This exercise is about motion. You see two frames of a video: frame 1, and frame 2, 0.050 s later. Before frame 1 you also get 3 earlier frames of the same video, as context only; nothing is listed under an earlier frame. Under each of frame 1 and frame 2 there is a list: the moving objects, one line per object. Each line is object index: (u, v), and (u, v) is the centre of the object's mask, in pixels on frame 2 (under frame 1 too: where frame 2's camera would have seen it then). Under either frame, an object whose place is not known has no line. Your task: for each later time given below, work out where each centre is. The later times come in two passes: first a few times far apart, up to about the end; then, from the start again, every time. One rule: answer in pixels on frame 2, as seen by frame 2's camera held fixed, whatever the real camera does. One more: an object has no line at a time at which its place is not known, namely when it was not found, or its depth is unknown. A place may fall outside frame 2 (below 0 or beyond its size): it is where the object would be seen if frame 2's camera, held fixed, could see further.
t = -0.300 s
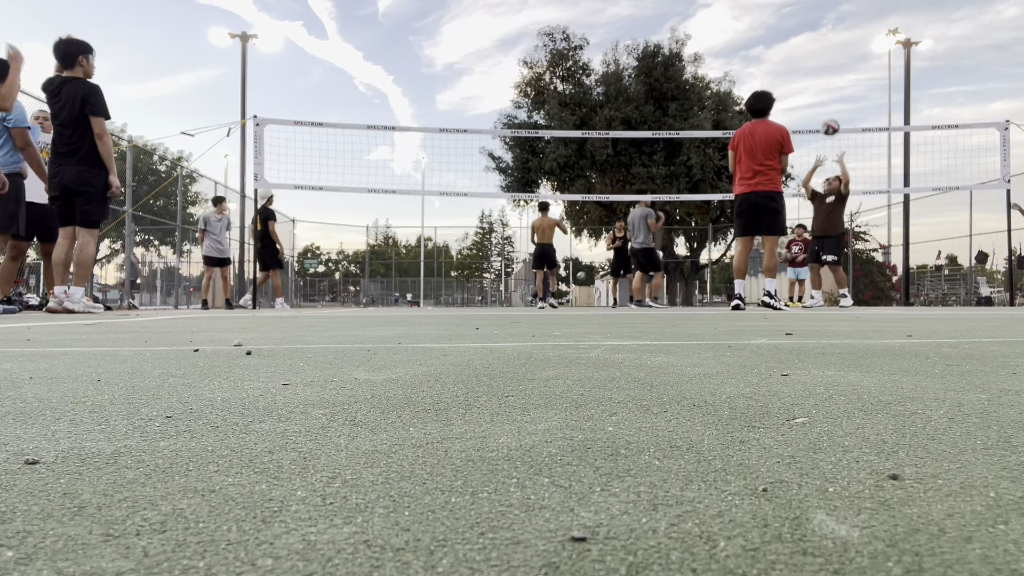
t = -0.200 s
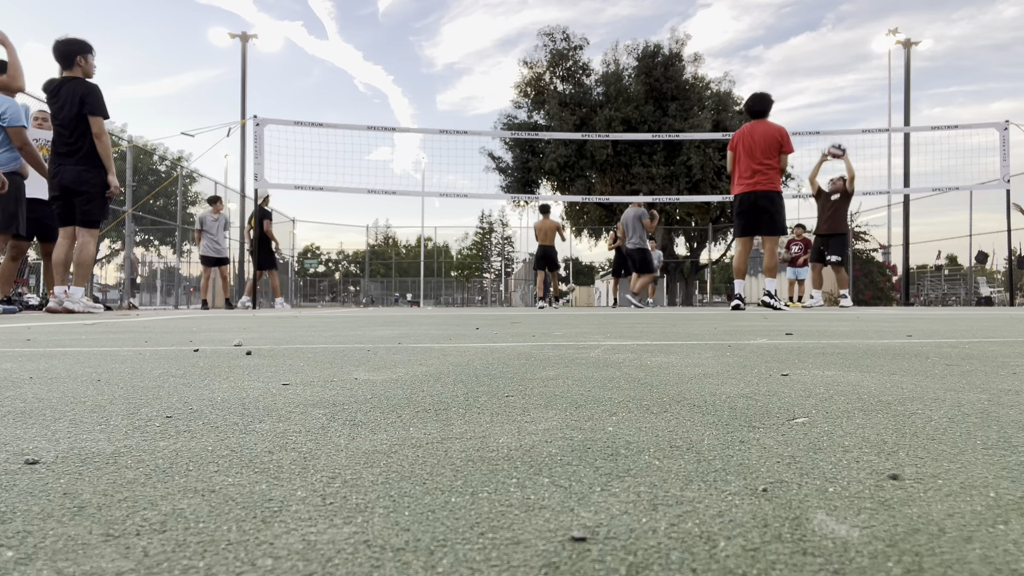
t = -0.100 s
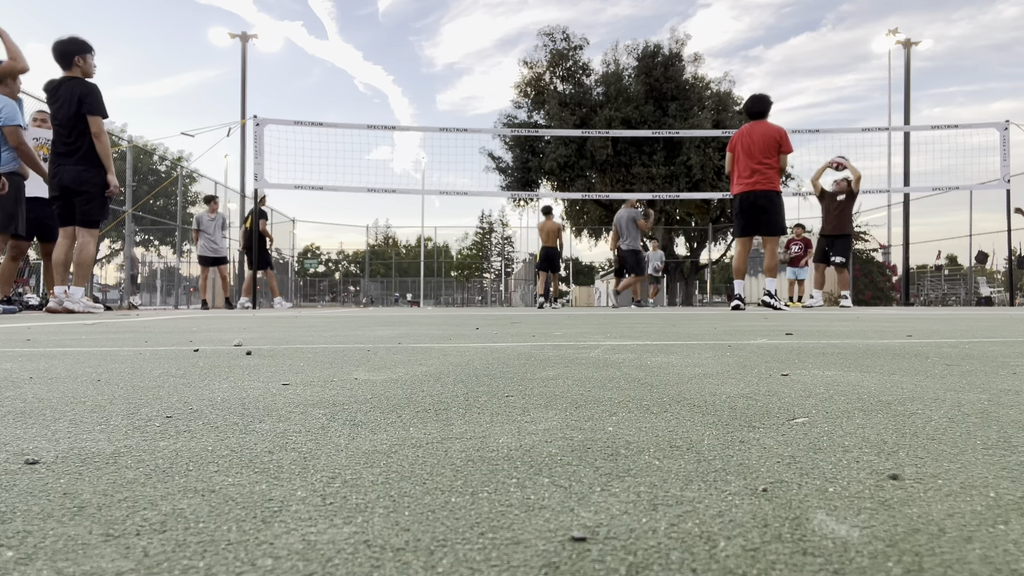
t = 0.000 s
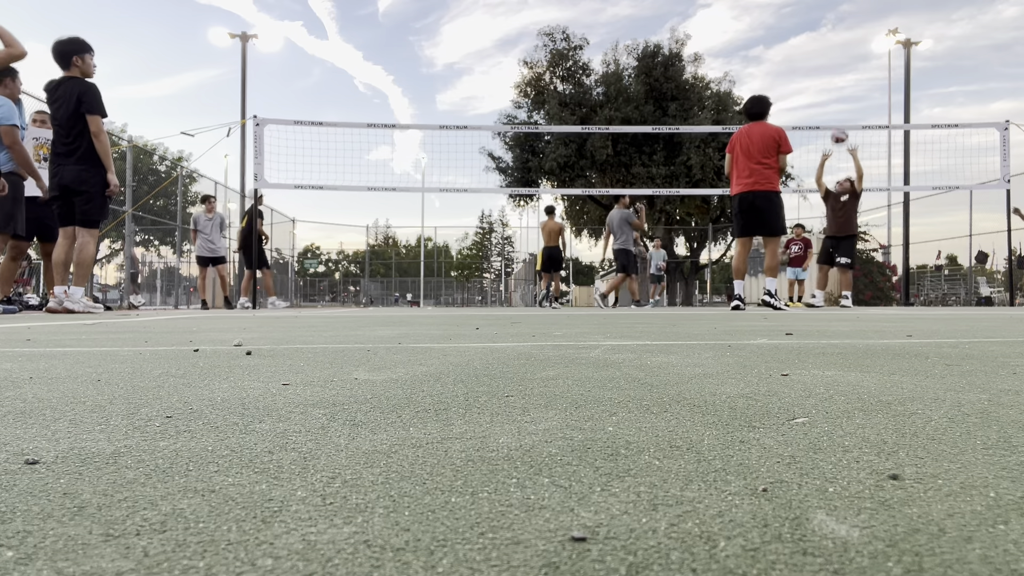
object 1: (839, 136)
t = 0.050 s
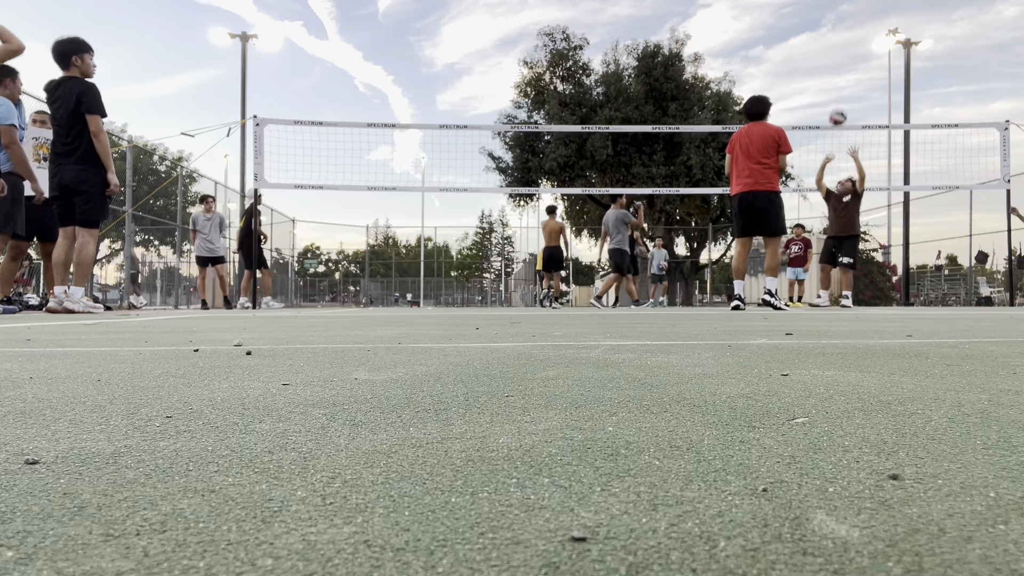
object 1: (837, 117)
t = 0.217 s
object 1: (832, 67)
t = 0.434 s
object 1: (825, 33)
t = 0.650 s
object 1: (818, 38)
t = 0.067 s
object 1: (837, 111)
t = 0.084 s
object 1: (837, 105)
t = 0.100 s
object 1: (836, 100)
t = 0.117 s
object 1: (836, 95)
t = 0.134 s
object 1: (835, 90)
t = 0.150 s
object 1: (835, 85)
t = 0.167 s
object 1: (834, 80)
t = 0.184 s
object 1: (834, 76)
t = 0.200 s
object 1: (833, 71)
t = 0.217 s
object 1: (832, 67)
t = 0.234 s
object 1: (832, 63)
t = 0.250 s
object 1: (831, 59)
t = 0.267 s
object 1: (831, 56)
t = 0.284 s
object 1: (830, 52)
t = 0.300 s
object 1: (829, 49)
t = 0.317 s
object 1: (829, 46)
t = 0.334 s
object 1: (828, 44)
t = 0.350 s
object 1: (828, 41)
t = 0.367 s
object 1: (827, 39)
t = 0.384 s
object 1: (827, 37)
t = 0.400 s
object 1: (826, 35)
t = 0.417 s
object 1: (826, 34)
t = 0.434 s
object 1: (825, 33)
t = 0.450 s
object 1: (825, 31)
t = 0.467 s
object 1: (824, 30)
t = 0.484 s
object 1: (823, 30)
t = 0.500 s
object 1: (823, 30)
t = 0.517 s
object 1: (822, 30)
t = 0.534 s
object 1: (822, 30)
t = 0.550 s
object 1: (821, 30)
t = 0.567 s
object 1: (820, 31)
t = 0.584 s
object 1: (820, 31)
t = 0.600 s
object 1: (819, 33)
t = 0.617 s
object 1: (819, 34)
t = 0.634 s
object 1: (819, 36)
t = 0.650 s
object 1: (818, 38)
